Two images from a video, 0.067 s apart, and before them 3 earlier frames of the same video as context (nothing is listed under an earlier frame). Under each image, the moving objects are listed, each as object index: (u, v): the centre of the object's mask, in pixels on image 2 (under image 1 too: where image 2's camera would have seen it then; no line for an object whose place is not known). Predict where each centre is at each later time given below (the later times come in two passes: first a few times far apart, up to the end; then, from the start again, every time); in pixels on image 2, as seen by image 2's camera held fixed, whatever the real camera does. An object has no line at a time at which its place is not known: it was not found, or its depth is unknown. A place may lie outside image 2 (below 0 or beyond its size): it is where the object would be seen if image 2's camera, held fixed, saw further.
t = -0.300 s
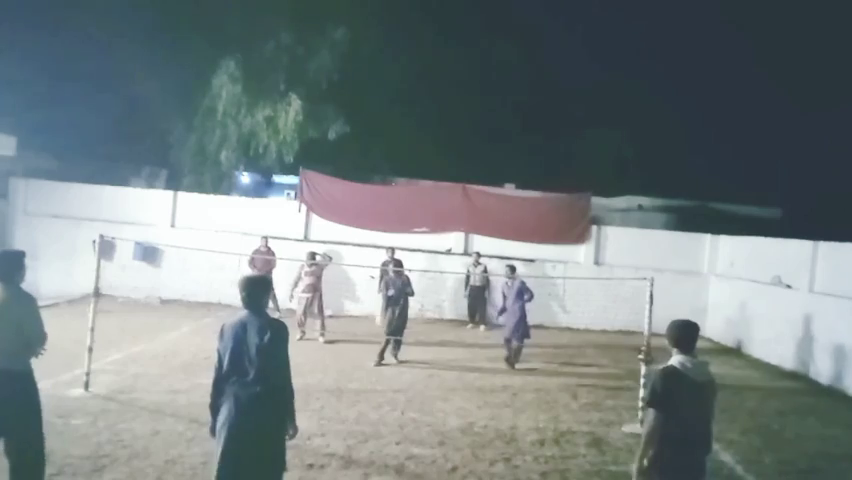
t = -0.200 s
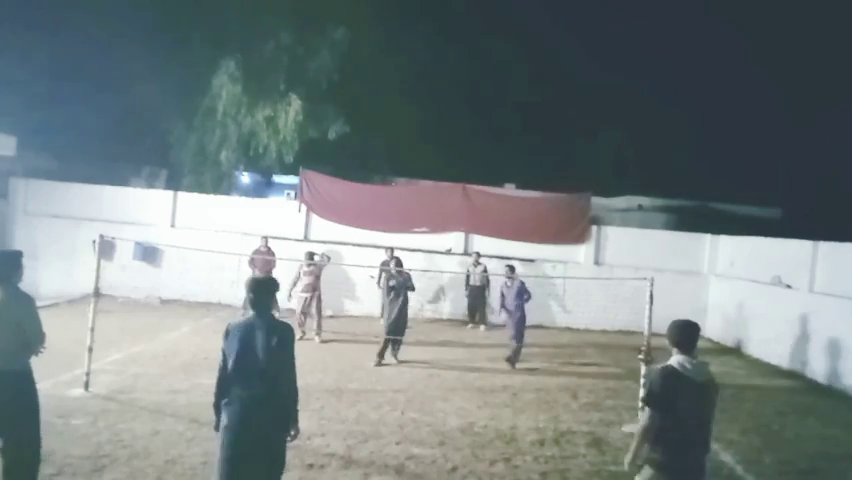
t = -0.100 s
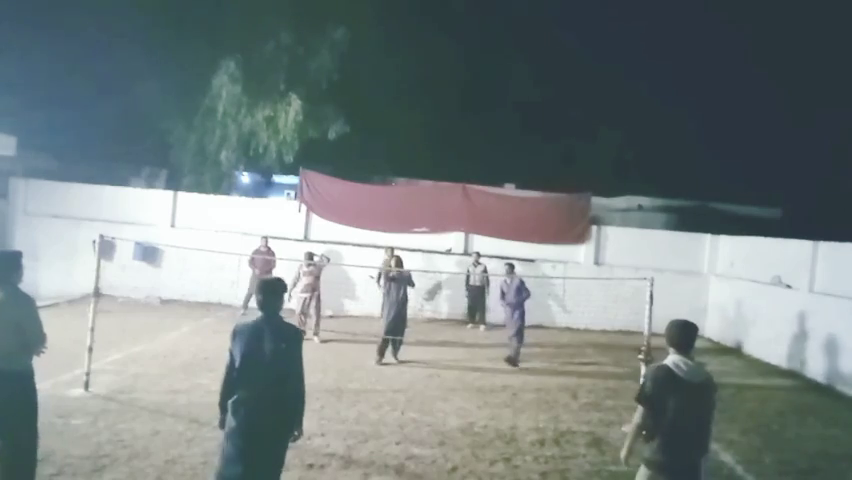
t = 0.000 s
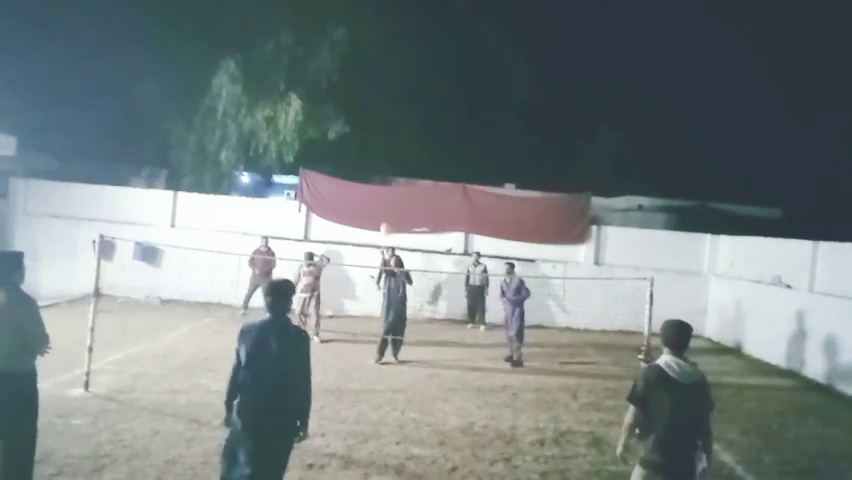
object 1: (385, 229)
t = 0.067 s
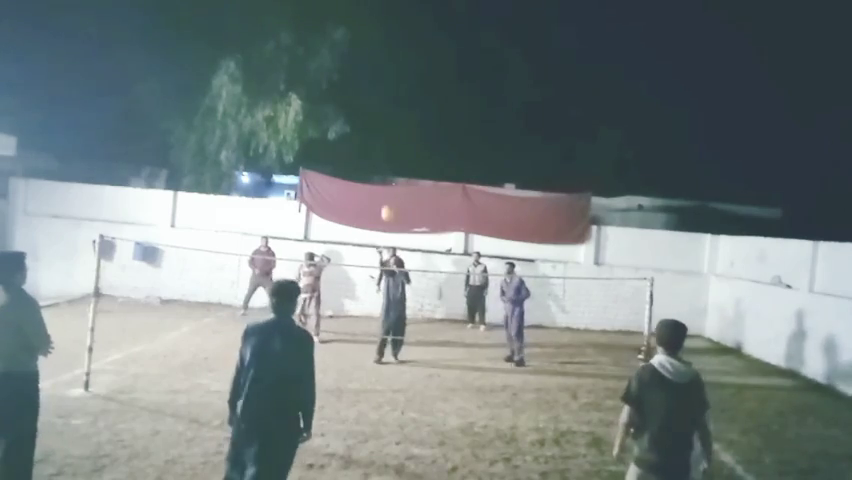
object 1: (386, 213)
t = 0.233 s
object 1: (389, 182)
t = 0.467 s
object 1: (389, 169)
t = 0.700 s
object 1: (385, 192)
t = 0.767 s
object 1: (383, 204)
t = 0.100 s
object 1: (386, 206)
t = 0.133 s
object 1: (387, 199)
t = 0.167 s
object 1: (388, 192)
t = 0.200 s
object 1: (388, 187)
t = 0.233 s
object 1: (389, 182)
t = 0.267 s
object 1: (389, 178)
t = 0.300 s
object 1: (390, 175)
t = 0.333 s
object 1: (390, 172)
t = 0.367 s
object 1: (390, 170)
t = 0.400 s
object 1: (390, 169)
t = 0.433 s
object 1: (390, 169)
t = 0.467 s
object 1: (389, 169)
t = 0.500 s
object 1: (389, 170)
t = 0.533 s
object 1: (389, 172)
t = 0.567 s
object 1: (388, 175)
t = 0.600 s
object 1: (388, 178)
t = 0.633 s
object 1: (387, 181)
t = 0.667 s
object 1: (387, 186)
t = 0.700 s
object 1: (385, 192)
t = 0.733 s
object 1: (385, 198)
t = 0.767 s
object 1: (383, 204)
